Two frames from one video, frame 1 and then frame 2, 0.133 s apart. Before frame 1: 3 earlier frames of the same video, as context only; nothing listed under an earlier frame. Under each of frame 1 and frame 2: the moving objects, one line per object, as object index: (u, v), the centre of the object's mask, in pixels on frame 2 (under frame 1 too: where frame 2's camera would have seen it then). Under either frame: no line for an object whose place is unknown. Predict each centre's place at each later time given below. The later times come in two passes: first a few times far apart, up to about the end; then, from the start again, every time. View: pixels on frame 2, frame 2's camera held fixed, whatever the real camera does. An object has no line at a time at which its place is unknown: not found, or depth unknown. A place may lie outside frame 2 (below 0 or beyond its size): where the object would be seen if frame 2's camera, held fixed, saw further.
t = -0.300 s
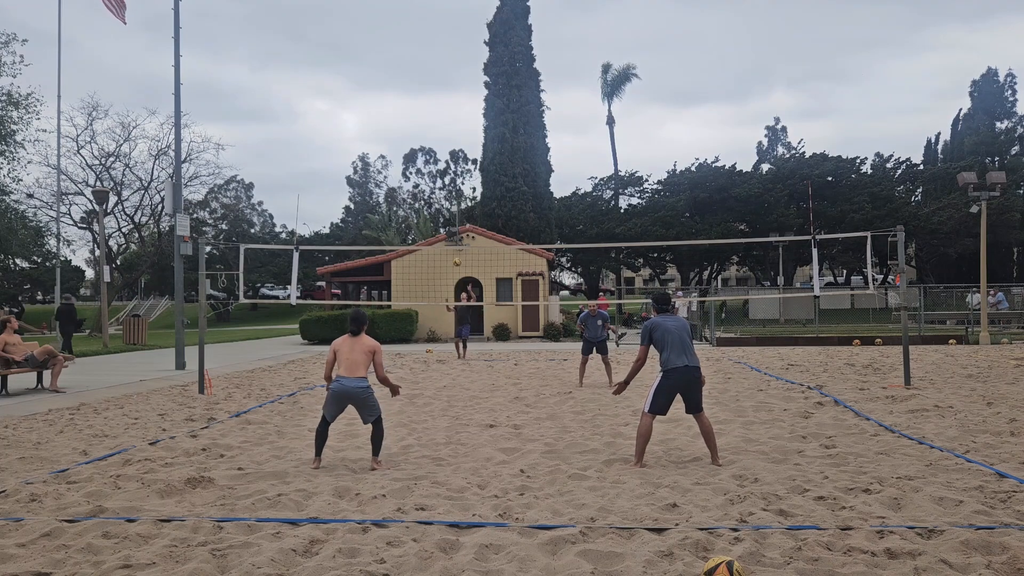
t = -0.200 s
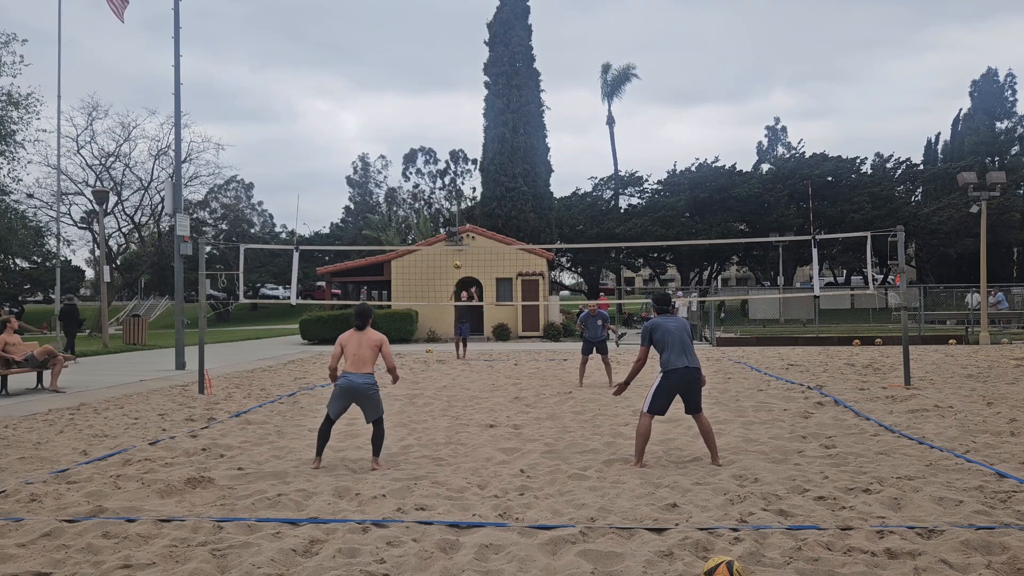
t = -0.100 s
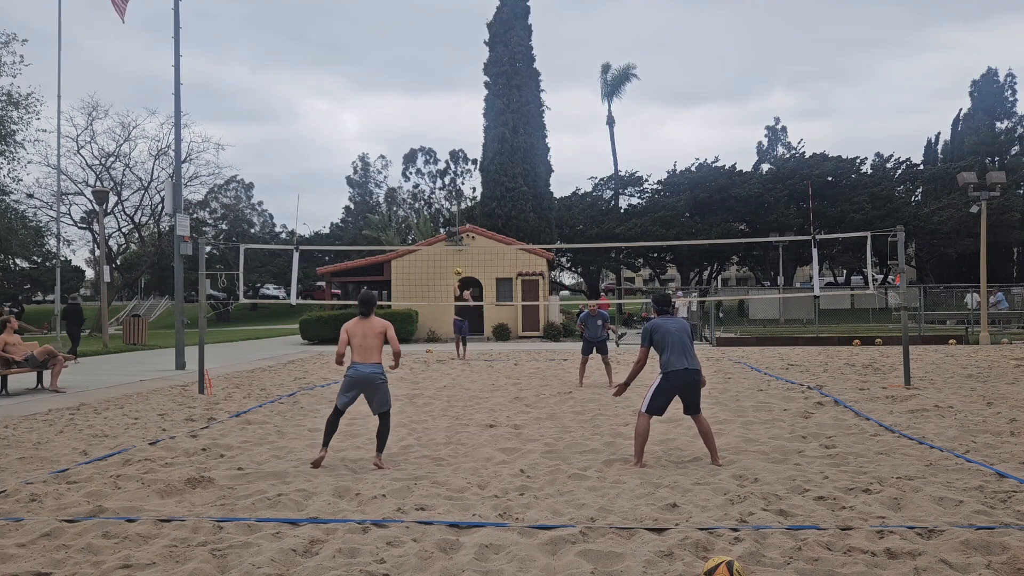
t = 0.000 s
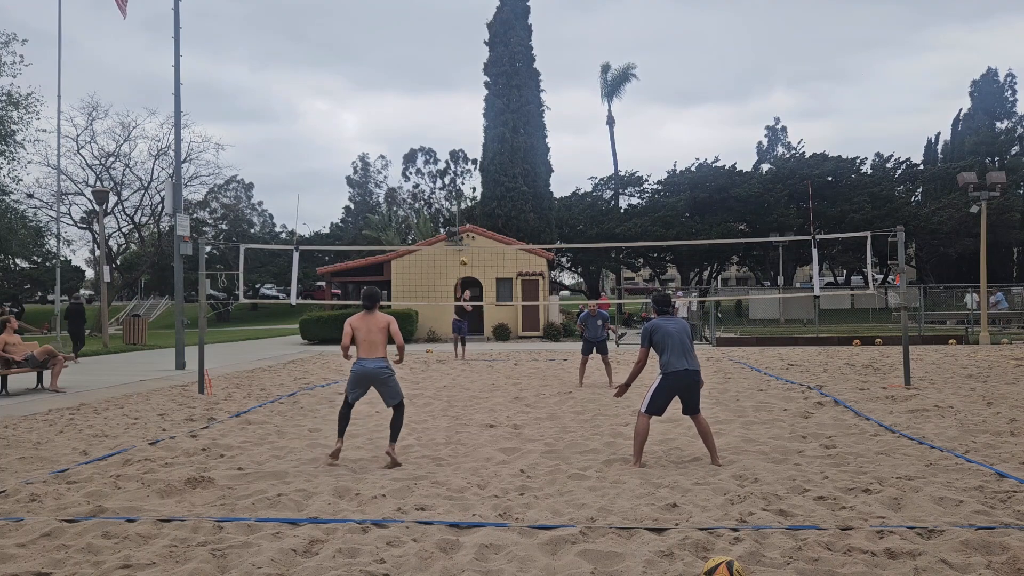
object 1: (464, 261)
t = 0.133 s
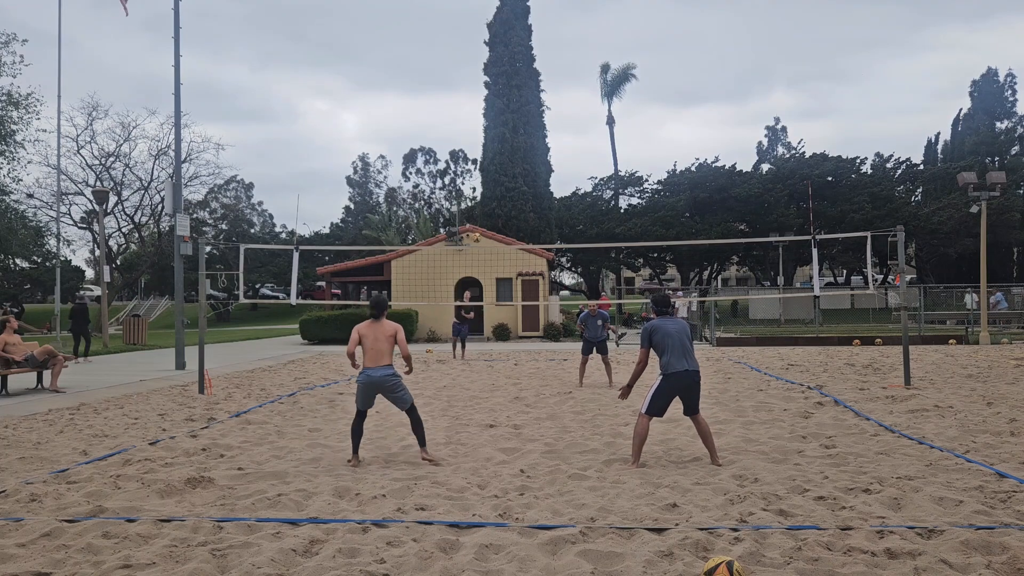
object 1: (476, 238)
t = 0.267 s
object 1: (492, 216)
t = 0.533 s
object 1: (529, 186)
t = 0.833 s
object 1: (594, 199)
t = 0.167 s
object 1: (480, 232)
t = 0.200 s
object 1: (484, 226)
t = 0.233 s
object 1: (488, 221)
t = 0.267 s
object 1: (492, 216)
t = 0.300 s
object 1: (496, 212)
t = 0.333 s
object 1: (500, 207)
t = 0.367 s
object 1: (505, 202)
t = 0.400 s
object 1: (509, 198)
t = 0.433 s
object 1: (514, 195)
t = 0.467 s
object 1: (519, 191)
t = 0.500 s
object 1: (524, 188)
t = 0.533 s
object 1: (529, 186)
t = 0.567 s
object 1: (535, 185)
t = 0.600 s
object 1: (540, 184)
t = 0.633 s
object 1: (547, 183)
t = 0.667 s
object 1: (553, 184)
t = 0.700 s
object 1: (561, 185)
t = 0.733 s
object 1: (568, 187)
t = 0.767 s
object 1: (576, 190)
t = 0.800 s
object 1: (585, 194)
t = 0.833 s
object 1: (594, 199)
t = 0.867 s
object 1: (604, 205)
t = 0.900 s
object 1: (616, 213)
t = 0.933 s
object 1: (628, 221)
